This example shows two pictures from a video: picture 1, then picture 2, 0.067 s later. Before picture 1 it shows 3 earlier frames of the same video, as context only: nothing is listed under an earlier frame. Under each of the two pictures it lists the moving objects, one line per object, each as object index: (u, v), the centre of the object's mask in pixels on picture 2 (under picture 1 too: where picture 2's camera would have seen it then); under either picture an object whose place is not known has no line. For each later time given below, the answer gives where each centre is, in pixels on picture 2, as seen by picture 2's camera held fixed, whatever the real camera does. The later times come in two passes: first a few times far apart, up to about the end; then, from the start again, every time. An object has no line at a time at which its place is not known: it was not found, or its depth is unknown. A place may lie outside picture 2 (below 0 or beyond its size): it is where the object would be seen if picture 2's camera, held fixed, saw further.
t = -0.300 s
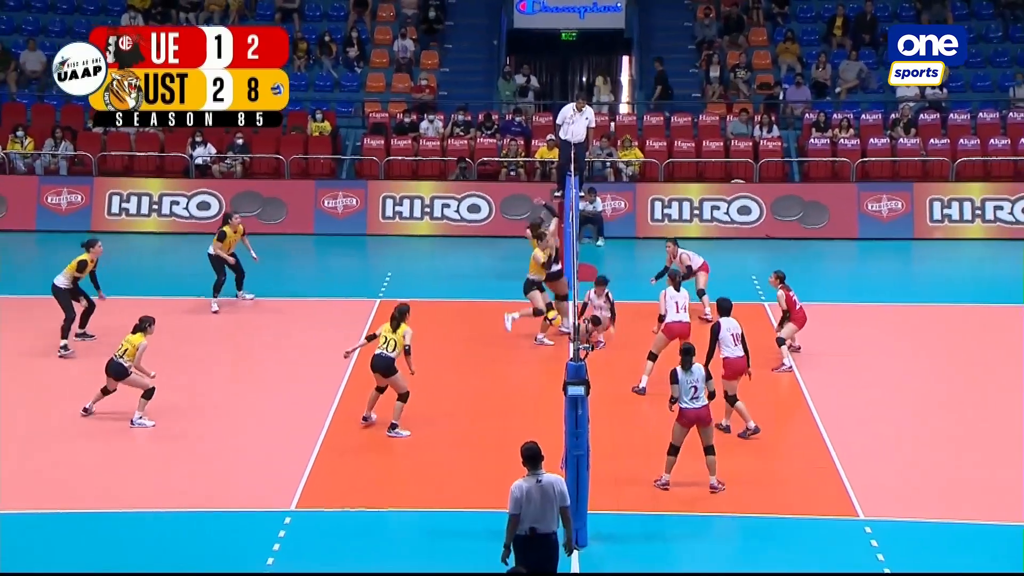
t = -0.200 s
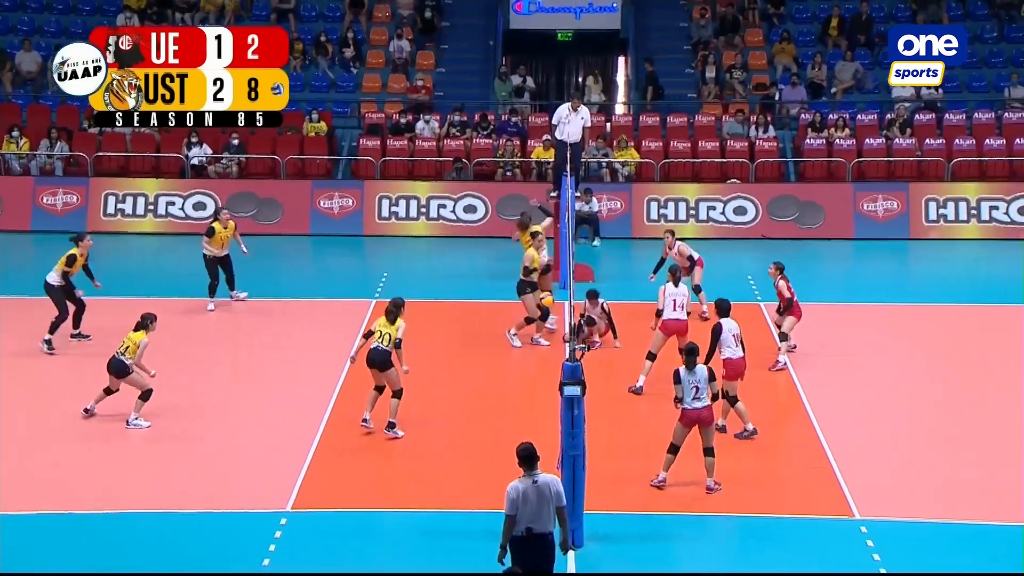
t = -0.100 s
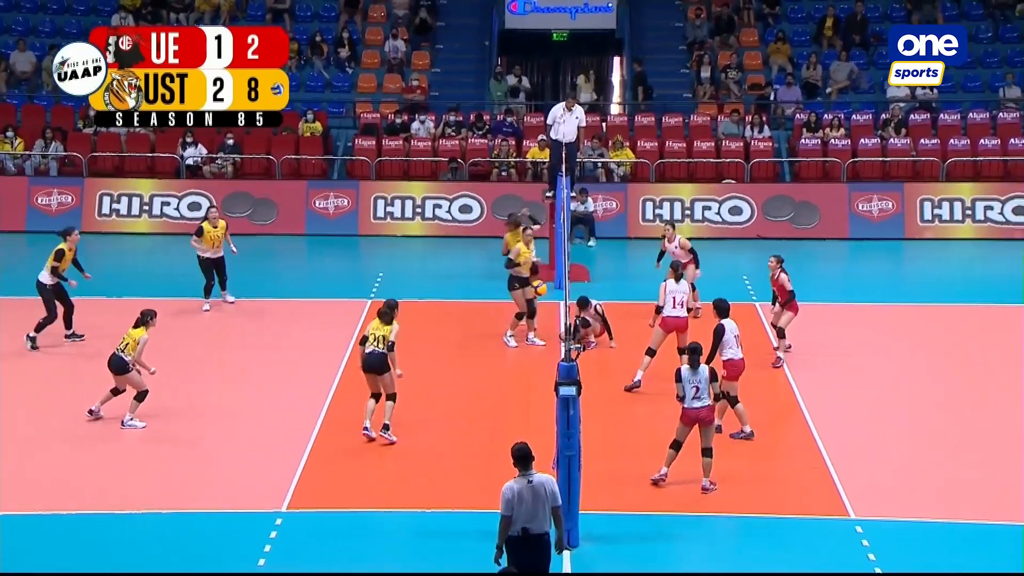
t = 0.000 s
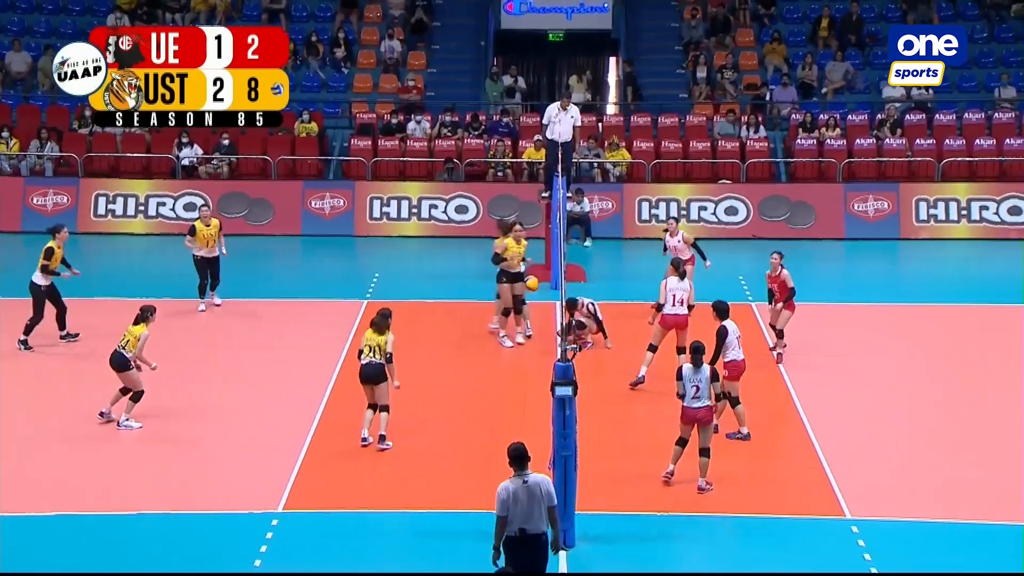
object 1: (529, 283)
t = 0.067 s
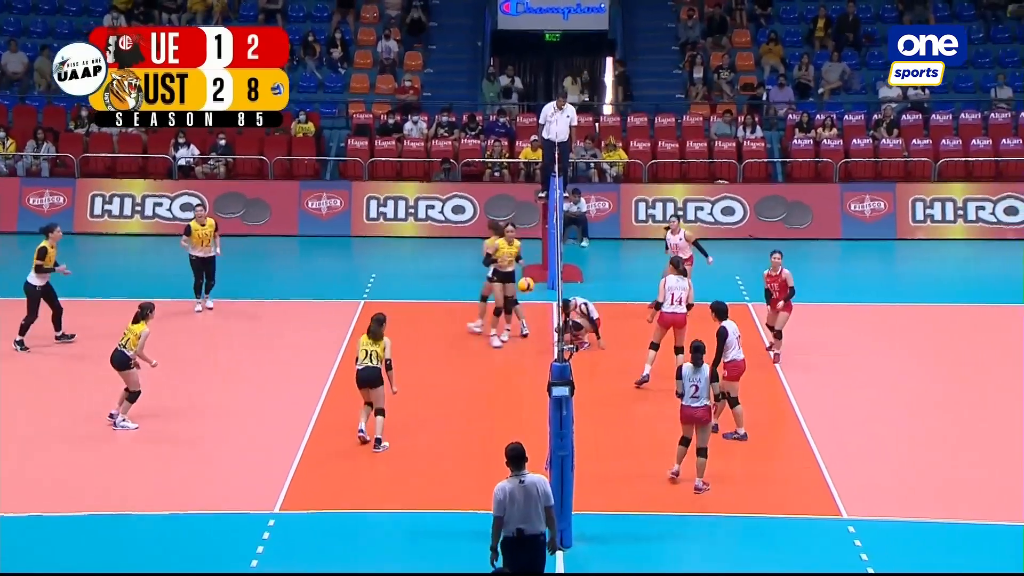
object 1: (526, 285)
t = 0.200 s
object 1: (522, 296)
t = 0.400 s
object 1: (515, 340)
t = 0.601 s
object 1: (506, 416)
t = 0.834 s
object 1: (498, 387)
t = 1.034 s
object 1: (492, 385)
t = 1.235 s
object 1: (486, 414)
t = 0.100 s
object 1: (525, 286)
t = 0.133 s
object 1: (523, 289)
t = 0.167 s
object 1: (523, 293)
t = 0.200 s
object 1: (522, 296)
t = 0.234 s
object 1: (520, 301)
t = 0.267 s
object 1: (519, 307)
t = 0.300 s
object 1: (518, 315)
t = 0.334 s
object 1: (517, 322)
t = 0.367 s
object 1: (514, 331)
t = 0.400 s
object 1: (515, 340)
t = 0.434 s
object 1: (512, 350)
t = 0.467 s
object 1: (511, 361)
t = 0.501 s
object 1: (510, 374)
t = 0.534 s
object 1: (509, 386)
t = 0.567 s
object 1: (505, 400)
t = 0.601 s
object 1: (506, 416)
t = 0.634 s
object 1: (504, 424)
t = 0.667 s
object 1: (503, 415)
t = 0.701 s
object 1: (502, 408)
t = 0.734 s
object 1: (502, 402)
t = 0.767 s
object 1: (501, 397)
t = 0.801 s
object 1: (499, 392)
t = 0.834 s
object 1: (498, 387)
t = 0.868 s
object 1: (498, 385)
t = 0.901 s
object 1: (496, 384)
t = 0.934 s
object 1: (495, 382)
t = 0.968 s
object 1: (494, 382)
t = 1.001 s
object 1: (494, 383)
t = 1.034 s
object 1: (492, 385)
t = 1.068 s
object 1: (490, 387)
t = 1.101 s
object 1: (490, 390)
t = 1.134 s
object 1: (489, 394)
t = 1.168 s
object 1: (487, 401)
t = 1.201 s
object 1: (486, 406)
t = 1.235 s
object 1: (486, 414)
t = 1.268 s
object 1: (483, 423)
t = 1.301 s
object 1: (483, 432)
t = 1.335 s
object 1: (481, 442)
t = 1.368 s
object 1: (481, 452)
